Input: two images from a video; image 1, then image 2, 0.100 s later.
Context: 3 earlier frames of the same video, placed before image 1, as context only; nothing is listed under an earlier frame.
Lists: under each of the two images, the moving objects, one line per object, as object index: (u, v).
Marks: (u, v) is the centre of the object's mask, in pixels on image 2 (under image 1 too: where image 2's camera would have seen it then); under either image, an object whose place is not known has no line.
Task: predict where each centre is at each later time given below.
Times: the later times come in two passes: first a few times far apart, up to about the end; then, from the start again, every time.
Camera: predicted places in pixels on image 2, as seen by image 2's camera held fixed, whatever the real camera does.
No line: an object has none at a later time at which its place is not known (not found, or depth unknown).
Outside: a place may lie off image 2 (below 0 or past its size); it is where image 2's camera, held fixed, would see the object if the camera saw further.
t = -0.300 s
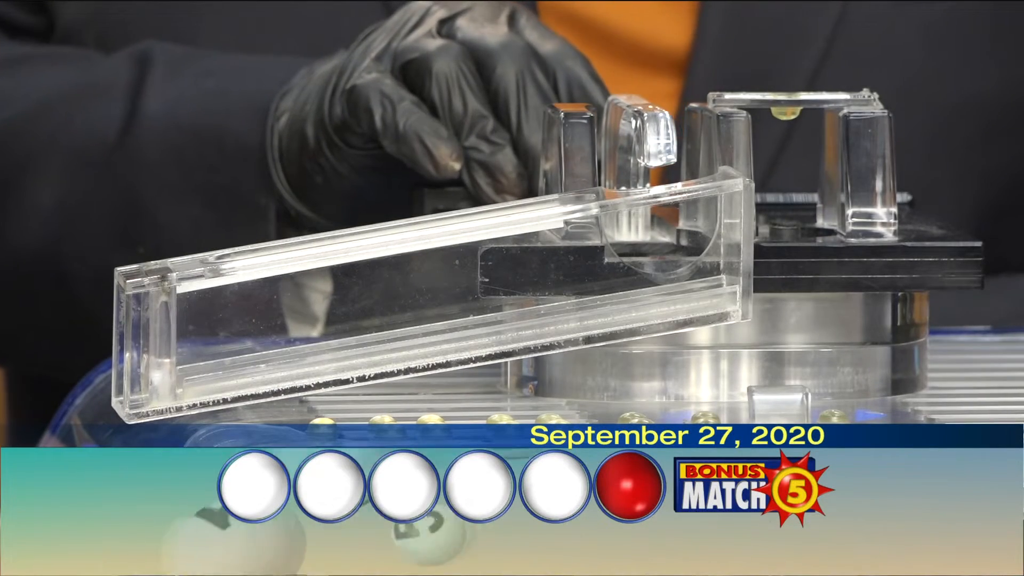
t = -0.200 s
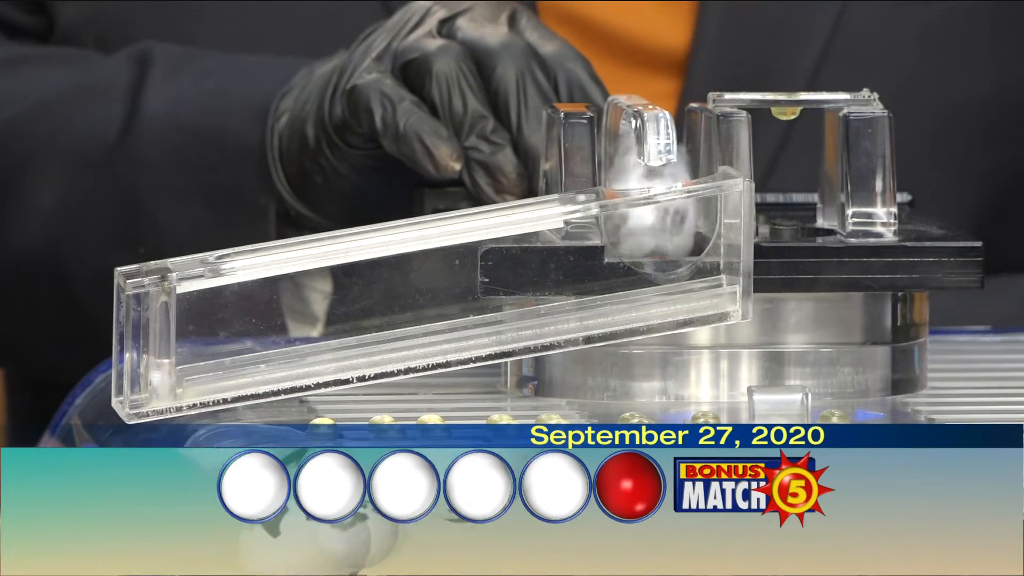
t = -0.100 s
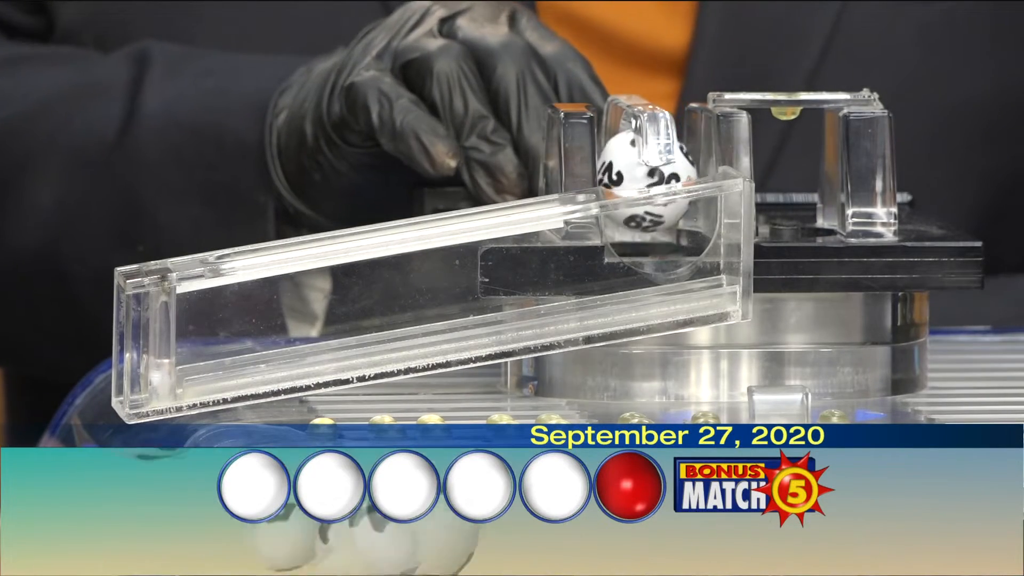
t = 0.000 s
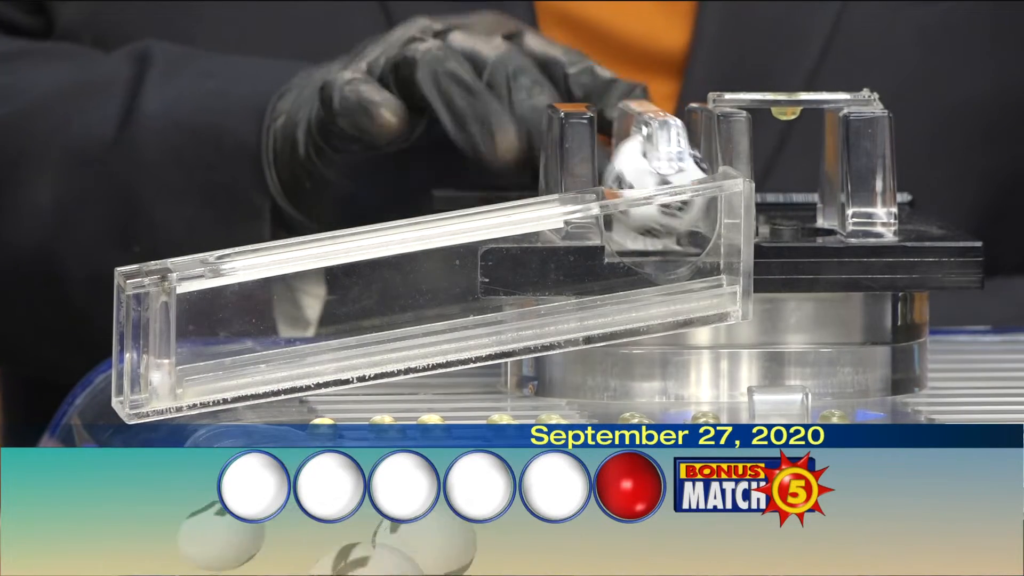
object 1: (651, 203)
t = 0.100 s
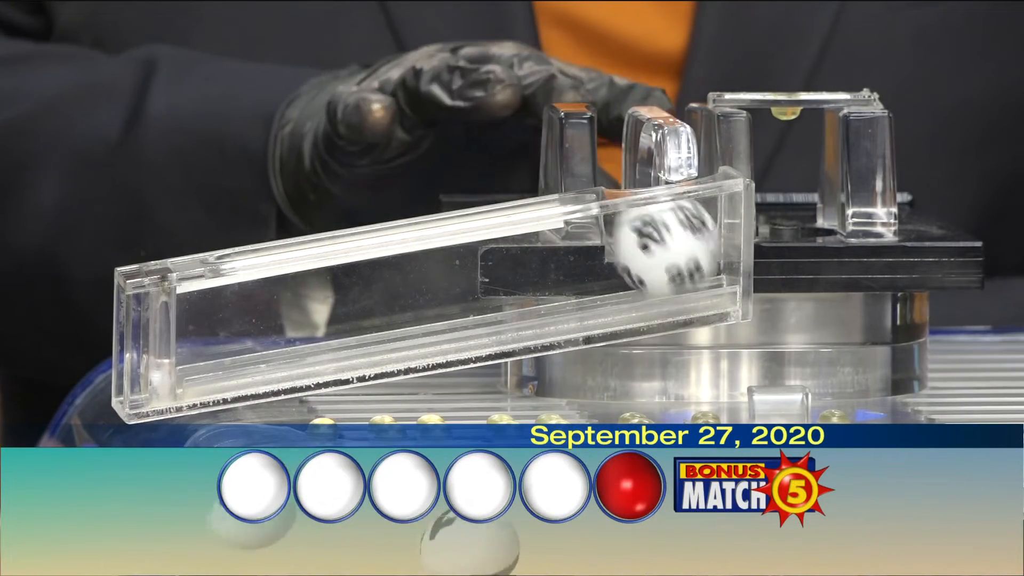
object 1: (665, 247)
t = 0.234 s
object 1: (660, 250)
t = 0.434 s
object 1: (629, 258)
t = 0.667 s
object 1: (514, 278)
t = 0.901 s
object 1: (333, 309)
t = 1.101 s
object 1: (254, 321)
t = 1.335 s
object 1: (226, 326)
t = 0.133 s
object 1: (669, 241)
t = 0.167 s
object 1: (673, 243)
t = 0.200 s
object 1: (667, 249)
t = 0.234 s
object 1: (660, 250)
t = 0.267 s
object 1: (659, 252)
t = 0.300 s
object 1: (658, 251)
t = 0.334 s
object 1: (654, 252)
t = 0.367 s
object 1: (648, 255)
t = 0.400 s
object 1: (640, 256)
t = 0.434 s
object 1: (629, 258)
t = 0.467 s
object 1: (617, 260)
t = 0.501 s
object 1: (604, 262)
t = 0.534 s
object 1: (590, 265)
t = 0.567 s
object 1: (573, 268)
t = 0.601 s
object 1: (557, 271)
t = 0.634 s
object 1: (535, 274)
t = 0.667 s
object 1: (514, 278)
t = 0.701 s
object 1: (491, 282)
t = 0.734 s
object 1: (465, 286)
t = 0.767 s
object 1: (441, 291)
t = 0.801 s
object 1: (415, 294)
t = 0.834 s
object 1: (388, 300)
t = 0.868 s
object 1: (360, 302)
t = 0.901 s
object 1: (333, 309)
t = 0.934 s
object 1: (305, 312)
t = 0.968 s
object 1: (274, 317)
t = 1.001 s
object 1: (243, 322)
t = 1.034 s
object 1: (236, 323)
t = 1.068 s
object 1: (251, 321)
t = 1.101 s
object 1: (254, 321)
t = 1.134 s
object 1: (248, 322)
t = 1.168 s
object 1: (240, 323)
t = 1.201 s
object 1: (231, 325)
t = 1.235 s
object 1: (226, 326)
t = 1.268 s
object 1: (226, 326)
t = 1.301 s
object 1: (227, 326)
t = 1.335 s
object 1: (226, 326)
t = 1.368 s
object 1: (226, 326)
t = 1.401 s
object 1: (226, 326)
